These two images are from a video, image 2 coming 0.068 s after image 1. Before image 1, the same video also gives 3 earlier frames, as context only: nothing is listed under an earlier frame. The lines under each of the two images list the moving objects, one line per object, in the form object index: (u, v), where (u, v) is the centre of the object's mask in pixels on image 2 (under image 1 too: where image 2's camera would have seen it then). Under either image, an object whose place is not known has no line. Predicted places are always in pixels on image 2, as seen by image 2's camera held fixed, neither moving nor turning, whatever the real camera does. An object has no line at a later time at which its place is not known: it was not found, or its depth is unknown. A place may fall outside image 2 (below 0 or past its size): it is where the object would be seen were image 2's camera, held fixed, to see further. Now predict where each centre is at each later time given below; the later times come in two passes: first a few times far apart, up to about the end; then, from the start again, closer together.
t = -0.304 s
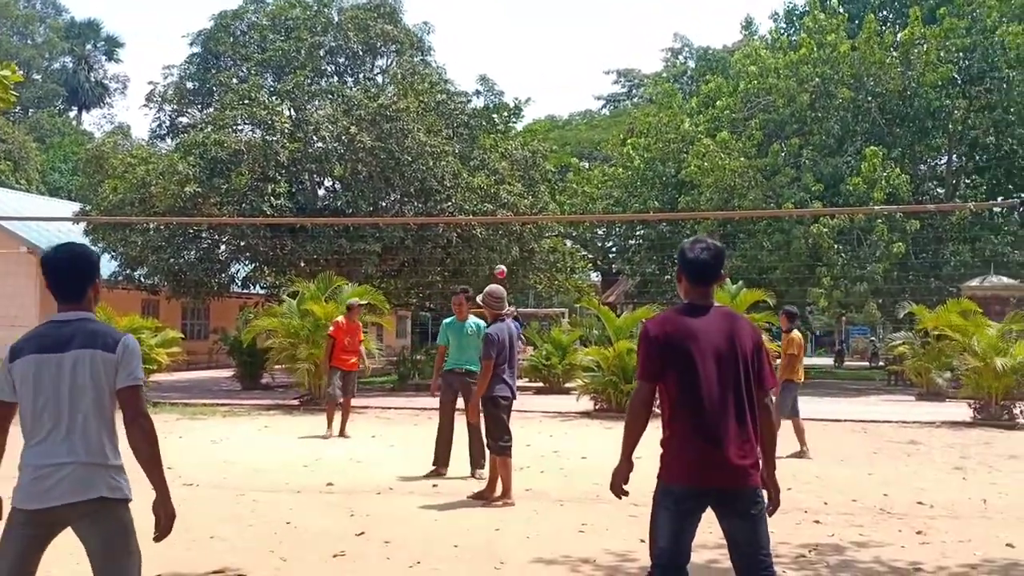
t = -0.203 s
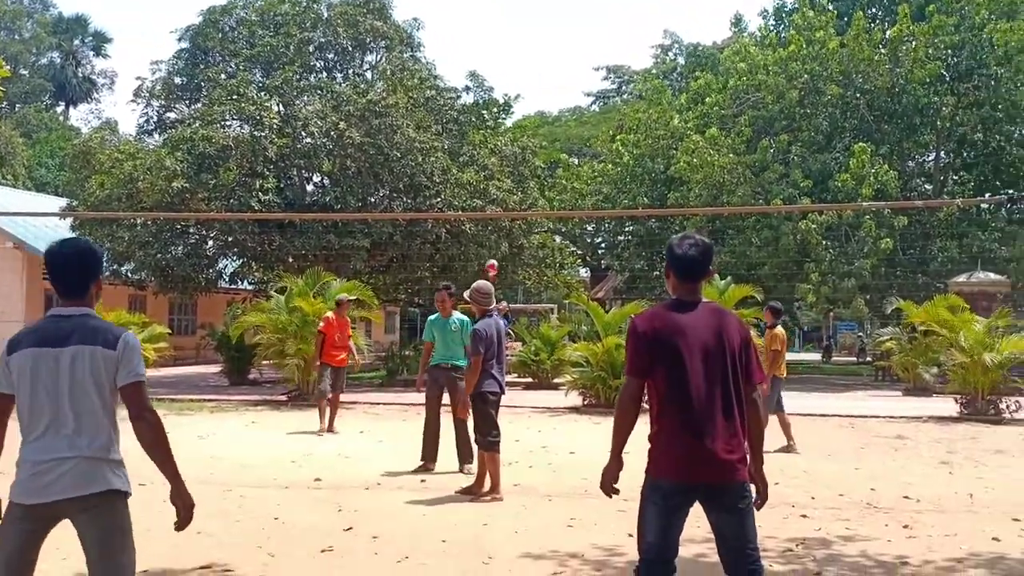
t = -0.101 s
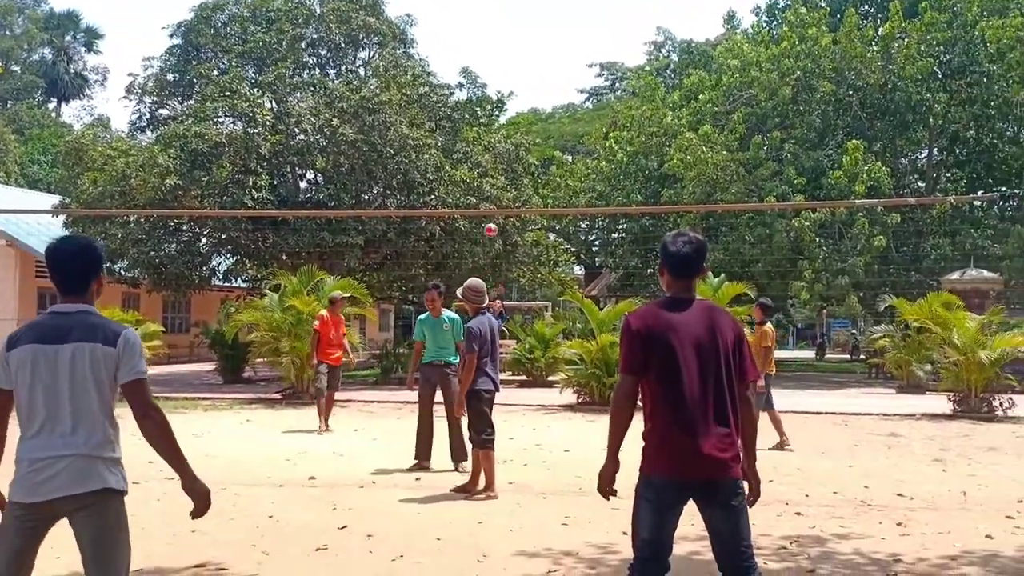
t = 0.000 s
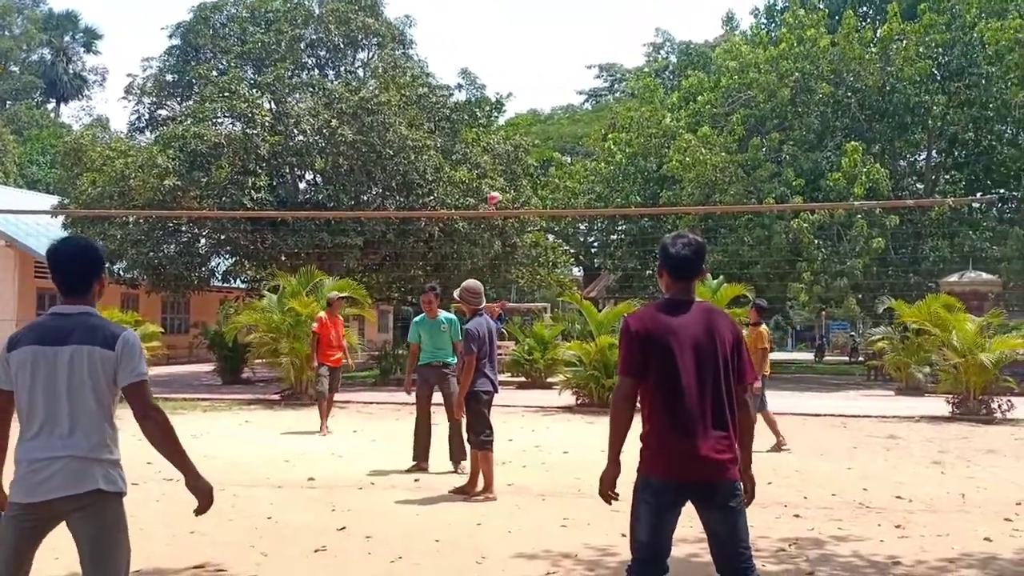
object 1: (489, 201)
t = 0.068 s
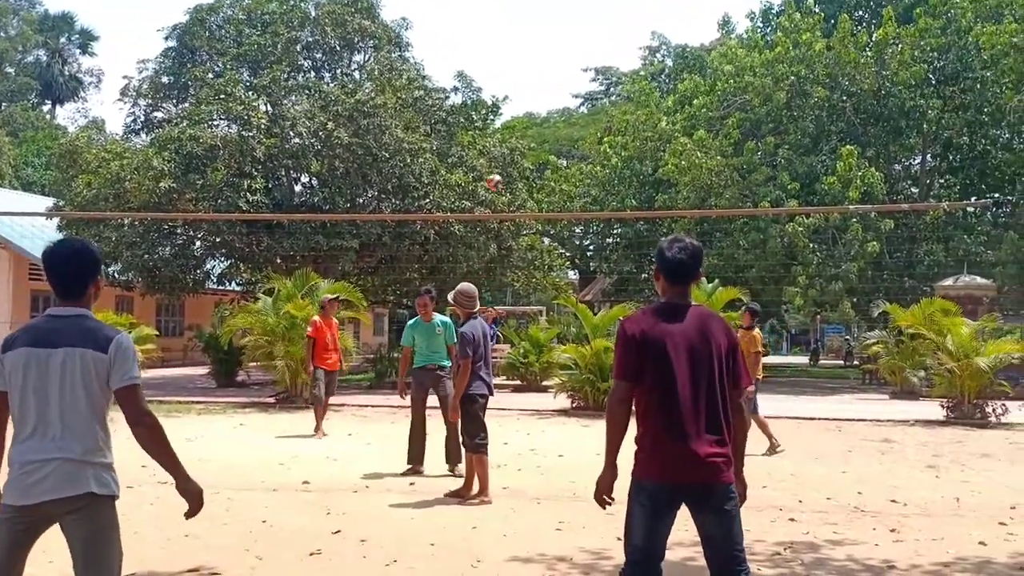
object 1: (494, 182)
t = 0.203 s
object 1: (501, 144)
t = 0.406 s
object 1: (515, 101)
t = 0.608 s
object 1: (534, 82)
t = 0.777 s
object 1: (554, 100)
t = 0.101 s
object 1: (496, 172)
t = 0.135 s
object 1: (497, 162)
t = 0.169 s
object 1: (500, 153)
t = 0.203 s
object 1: (501, 144)
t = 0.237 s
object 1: (502, 136)
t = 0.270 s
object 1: (504, 128)
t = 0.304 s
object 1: (506, 121)
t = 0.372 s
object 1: (513, 108)
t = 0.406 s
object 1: (515, 101)
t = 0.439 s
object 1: (518, 96)
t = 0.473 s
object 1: (521, 92)
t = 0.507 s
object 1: (524, 88)
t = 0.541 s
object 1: (527, 85)
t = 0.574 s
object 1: (531, 82)
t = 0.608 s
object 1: (534, 82)
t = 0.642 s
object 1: (539, 82)
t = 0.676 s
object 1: (542, 84)
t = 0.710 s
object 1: (546, 88)
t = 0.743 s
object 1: (550, 93)
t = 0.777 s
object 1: (554, 100)
